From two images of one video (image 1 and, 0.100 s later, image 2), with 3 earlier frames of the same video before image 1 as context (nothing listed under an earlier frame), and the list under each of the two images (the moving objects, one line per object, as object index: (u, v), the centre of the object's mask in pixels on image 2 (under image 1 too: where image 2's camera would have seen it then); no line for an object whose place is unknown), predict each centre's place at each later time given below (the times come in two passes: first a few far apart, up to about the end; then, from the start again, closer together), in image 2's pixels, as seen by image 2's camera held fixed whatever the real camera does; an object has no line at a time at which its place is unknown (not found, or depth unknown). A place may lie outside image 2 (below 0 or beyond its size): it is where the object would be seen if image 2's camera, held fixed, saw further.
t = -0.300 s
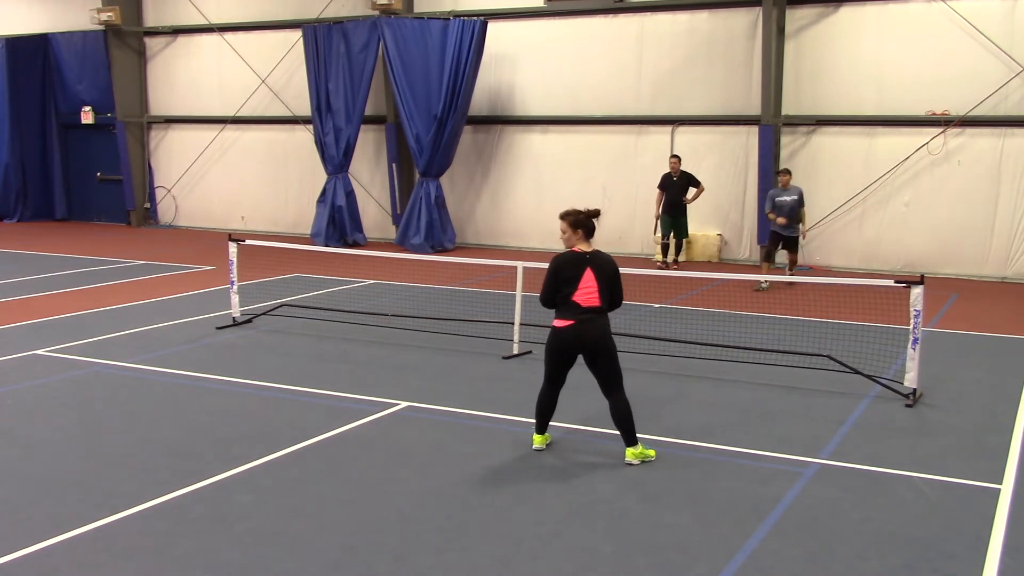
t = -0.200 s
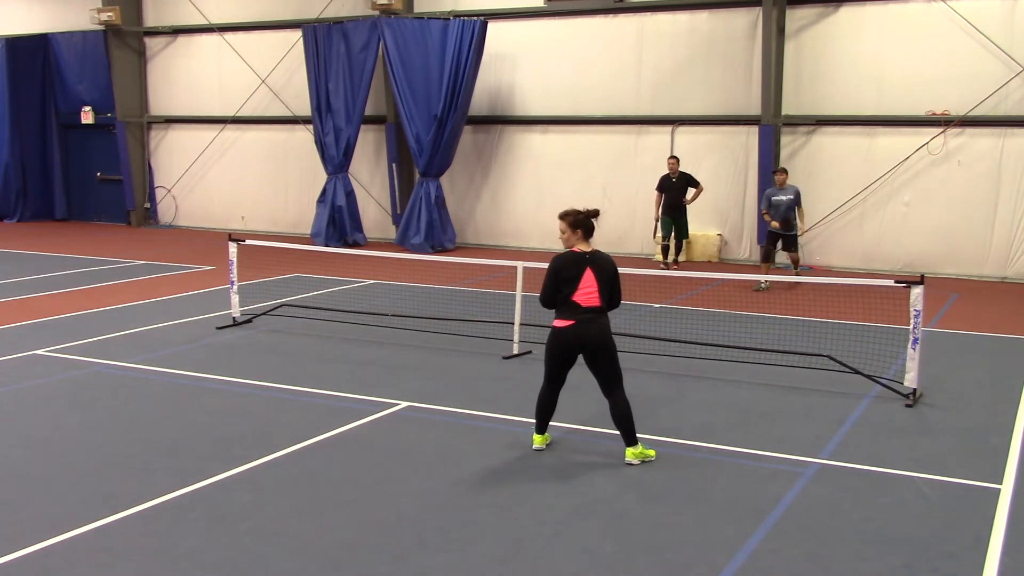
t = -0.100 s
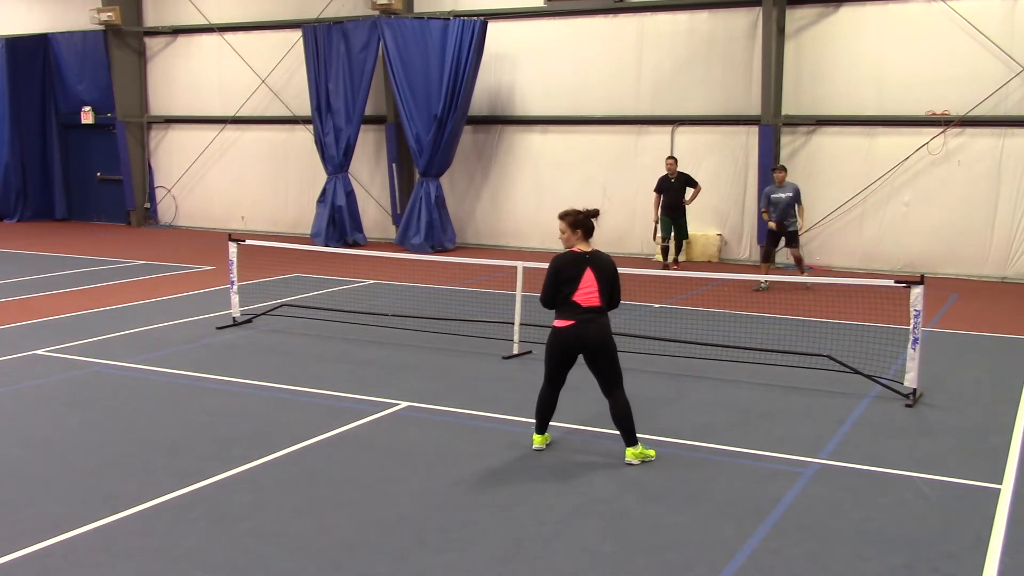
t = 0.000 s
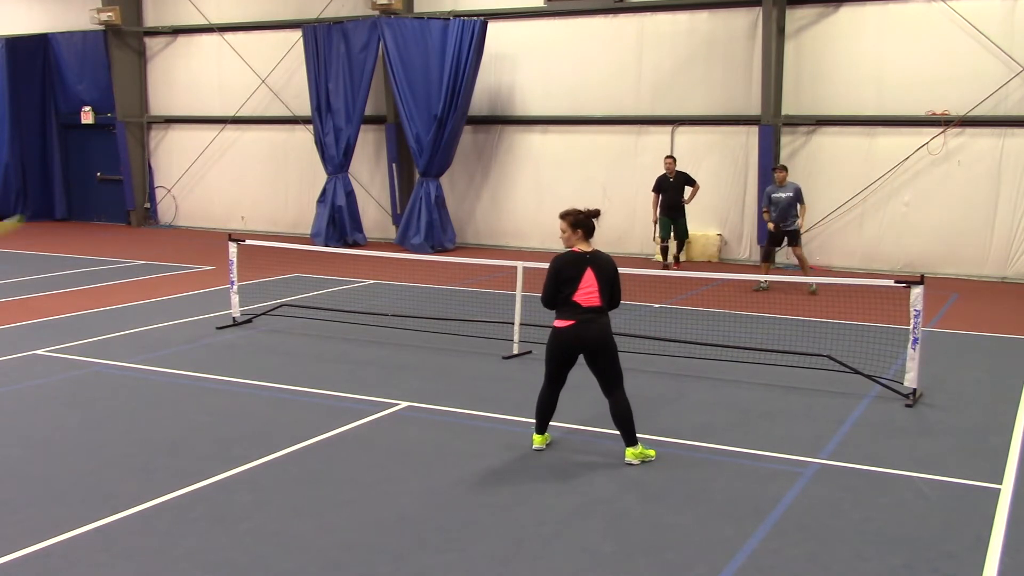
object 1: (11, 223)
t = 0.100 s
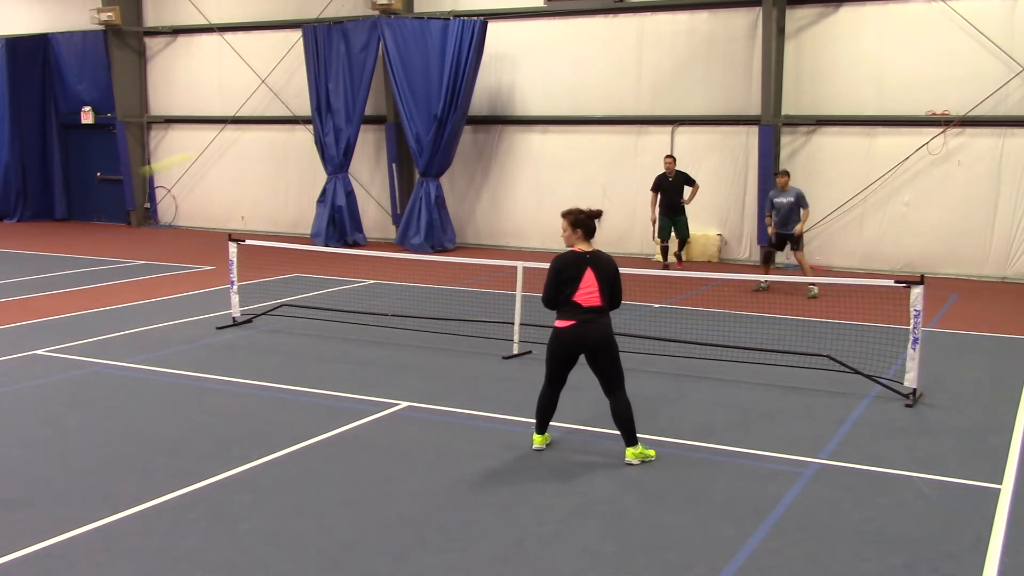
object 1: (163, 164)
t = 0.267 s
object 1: (368, 111)
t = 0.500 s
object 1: (529, 108)
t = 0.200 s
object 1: (303, 123)
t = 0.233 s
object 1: (335, 117)
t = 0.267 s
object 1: (368, 111)
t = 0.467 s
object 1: (510, 106)
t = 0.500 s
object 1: (529, 108)
